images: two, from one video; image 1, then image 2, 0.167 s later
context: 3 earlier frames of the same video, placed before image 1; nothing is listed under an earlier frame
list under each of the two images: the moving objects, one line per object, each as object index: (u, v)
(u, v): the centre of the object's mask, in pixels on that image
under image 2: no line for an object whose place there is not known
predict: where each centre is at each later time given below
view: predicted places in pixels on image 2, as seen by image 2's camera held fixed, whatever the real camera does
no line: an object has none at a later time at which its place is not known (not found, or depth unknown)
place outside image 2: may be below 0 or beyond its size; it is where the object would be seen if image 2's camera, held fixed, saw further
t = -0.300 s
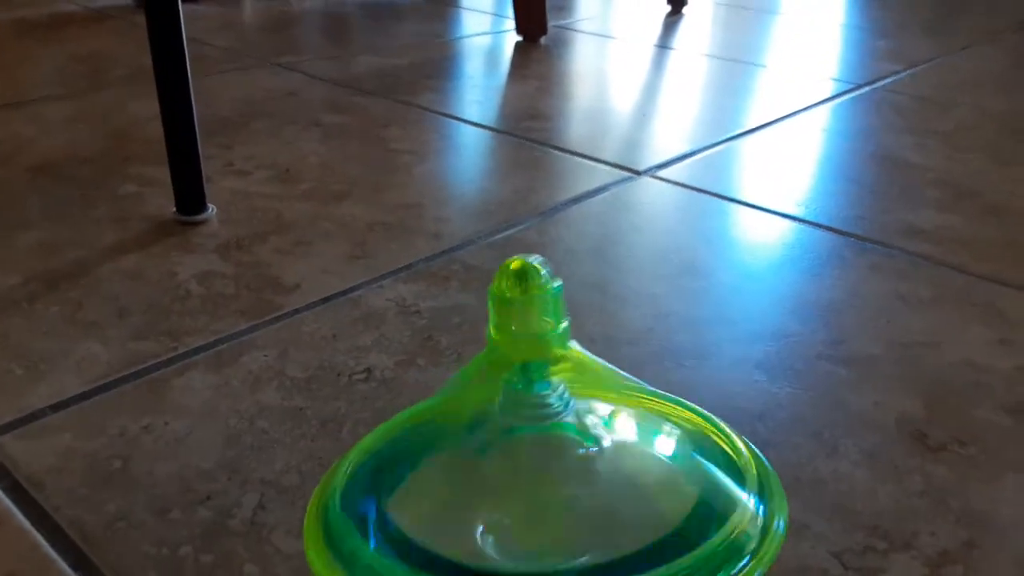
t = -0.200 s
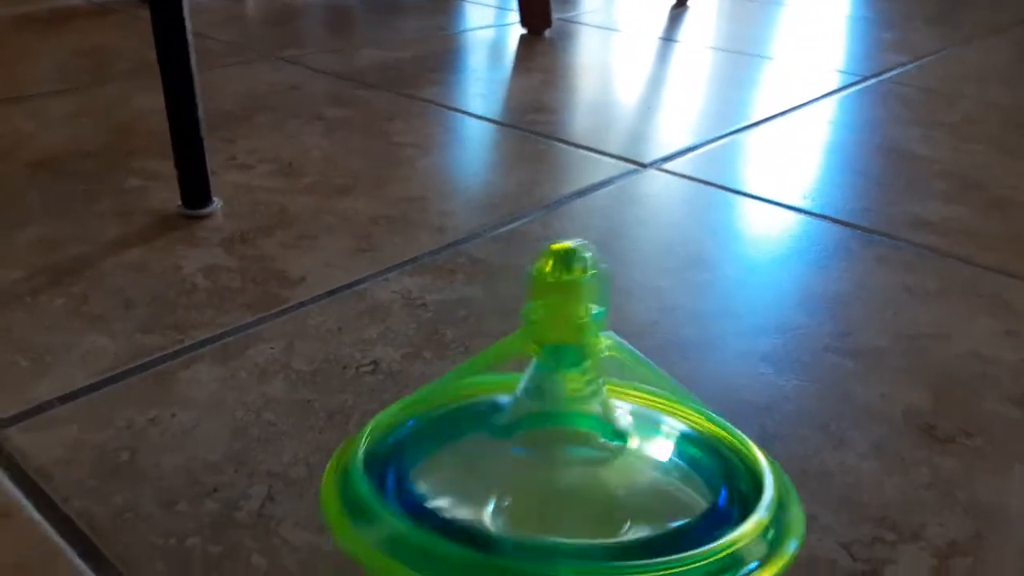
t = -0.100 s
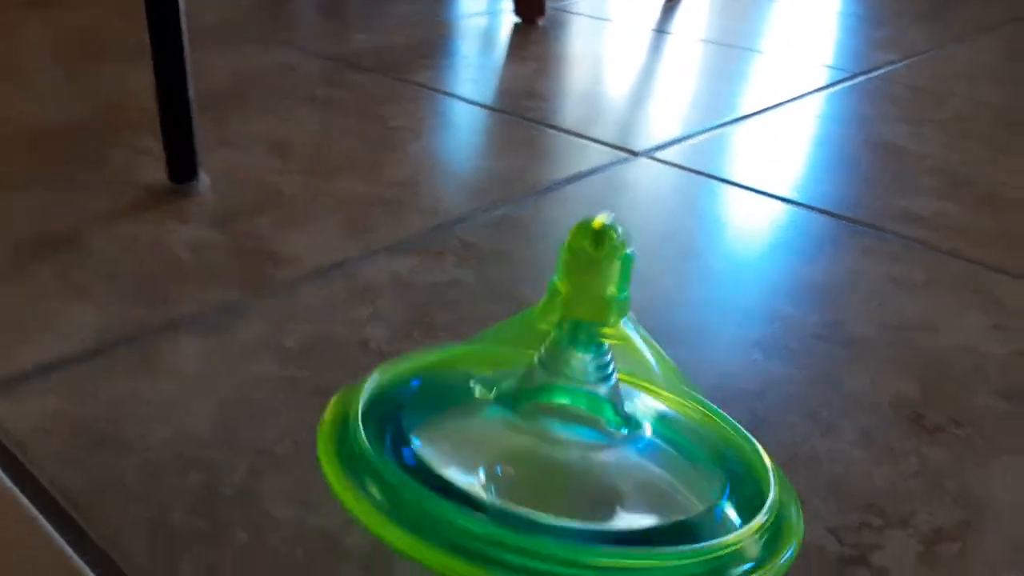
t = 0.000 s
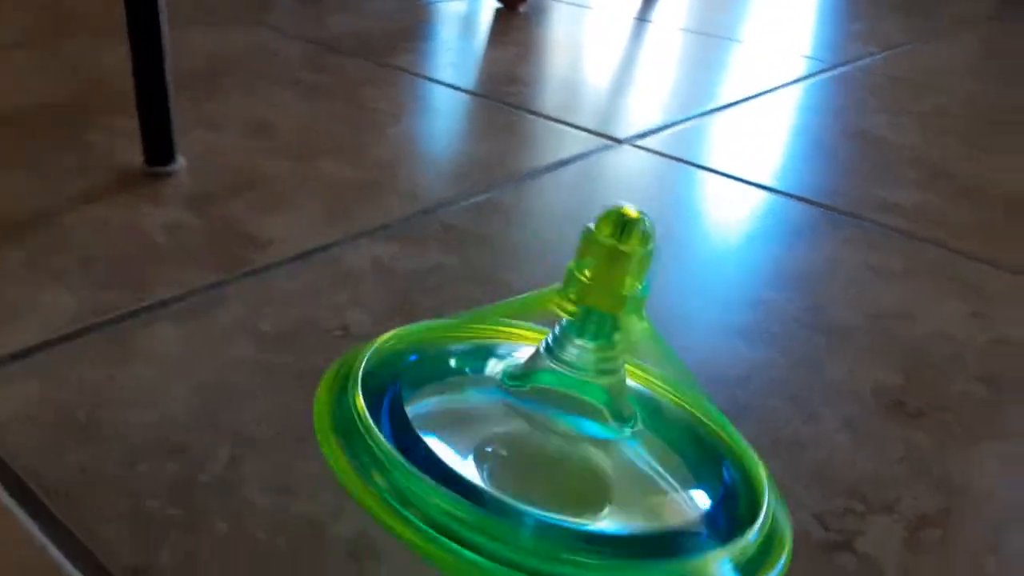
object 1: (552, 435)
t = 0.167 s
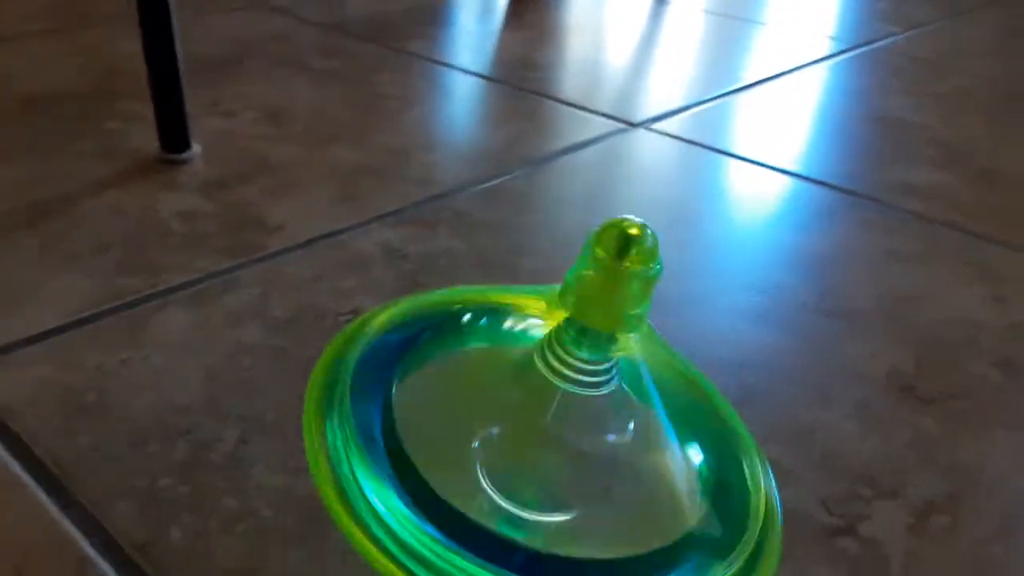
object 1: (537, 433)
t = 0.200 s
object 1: (534, 435)
